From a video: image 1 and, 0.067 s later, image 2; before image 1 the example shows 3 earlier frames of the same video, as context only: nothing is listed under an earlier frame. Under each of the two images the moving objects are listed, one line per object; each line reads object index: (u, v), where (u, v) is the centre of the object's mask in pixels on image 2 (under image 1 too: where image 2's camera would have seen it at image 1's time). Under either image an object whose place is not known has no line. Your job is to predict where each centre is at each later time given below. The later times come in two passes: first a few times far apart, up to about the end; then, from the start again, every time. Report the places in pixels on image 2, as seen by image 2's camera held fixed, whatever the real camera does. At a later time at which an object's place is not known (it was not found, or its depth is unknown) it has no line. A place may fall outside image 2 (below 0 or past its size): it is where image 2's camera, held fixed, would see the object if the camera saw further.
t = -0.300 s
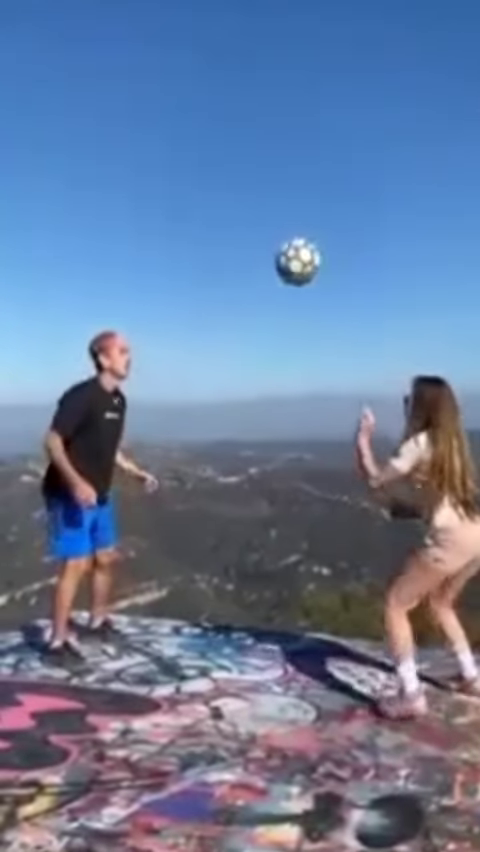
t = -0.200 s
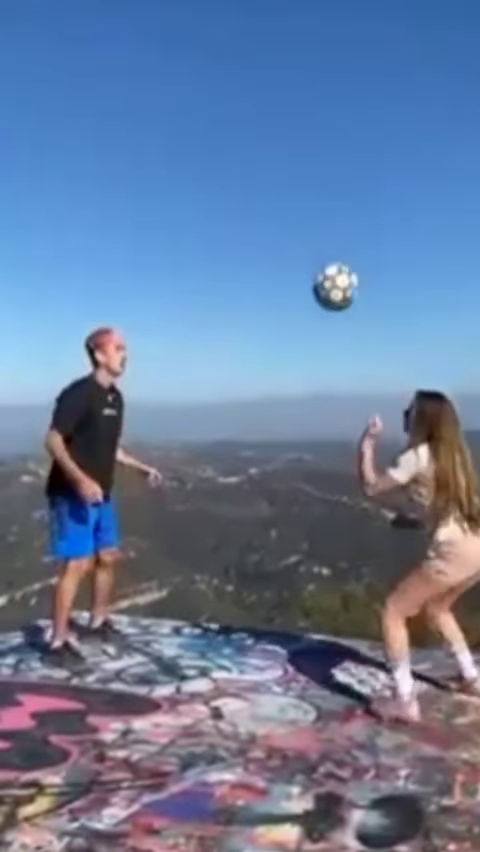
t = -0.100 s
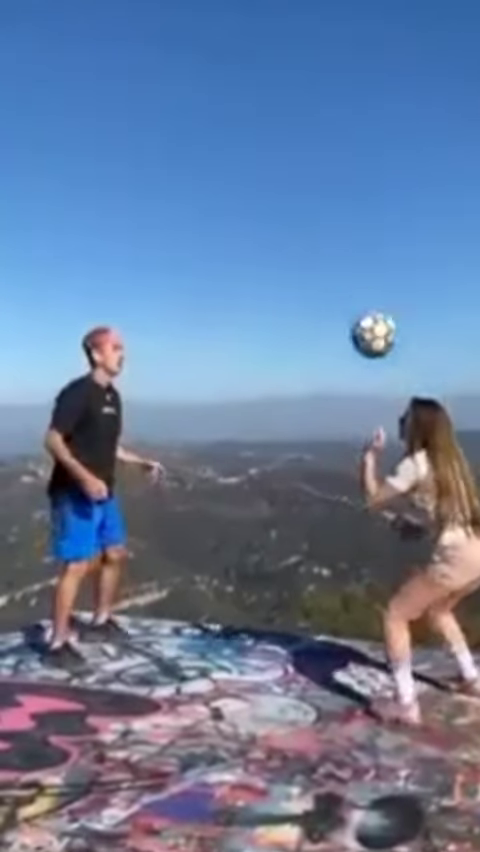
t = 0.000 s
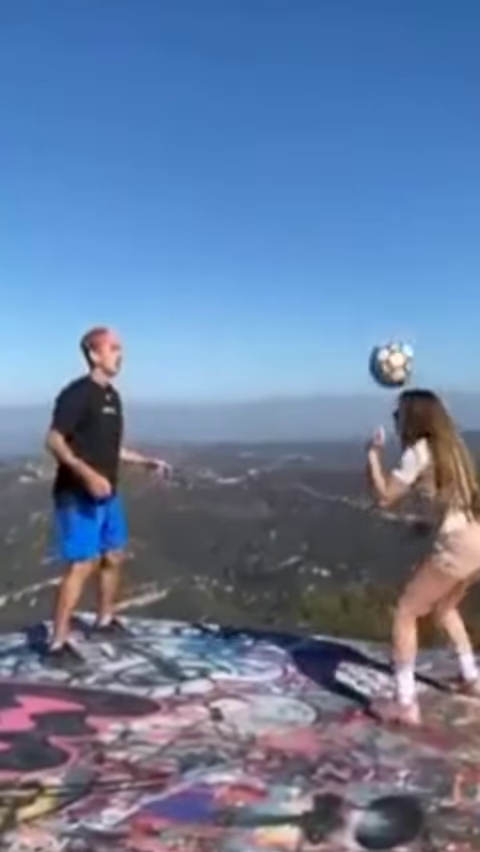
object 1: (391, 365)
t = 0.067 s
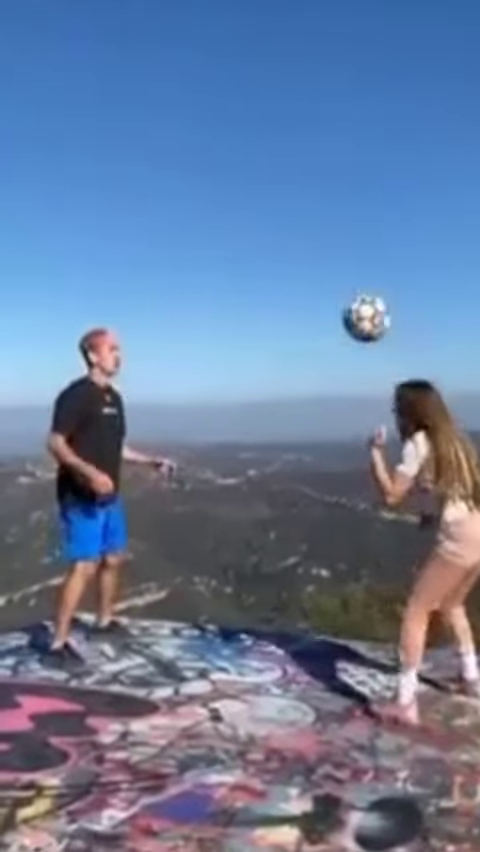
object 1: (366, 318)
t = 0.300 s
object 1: (282, 234)
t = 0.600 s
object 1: (186, 293)
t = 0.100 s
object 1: (353, 297)
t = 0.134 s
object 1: (340, 281)
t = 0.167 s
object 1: (328, 268)
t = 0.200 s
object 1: (315, 255)
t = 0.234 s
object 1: (304, 246)
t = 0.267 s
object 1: (292, 239)
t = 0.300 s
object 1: (282, 234)
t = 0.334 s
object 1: (270, 232)
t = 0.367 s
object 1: (258, 231)
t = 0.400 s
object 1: (247, 234)
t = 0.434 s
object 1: (237, 239)
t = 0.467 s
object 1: (226, 246)
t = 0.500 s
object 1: (216, 254)
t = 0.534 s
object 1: (206, 266)
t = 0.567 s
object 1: (196, 279)
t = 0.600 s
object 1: (186, 293)
